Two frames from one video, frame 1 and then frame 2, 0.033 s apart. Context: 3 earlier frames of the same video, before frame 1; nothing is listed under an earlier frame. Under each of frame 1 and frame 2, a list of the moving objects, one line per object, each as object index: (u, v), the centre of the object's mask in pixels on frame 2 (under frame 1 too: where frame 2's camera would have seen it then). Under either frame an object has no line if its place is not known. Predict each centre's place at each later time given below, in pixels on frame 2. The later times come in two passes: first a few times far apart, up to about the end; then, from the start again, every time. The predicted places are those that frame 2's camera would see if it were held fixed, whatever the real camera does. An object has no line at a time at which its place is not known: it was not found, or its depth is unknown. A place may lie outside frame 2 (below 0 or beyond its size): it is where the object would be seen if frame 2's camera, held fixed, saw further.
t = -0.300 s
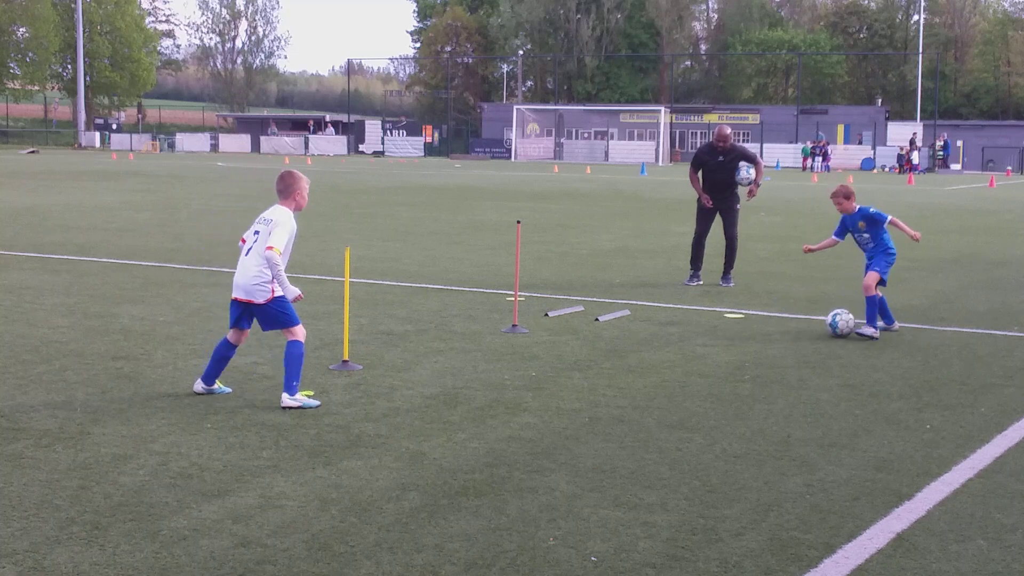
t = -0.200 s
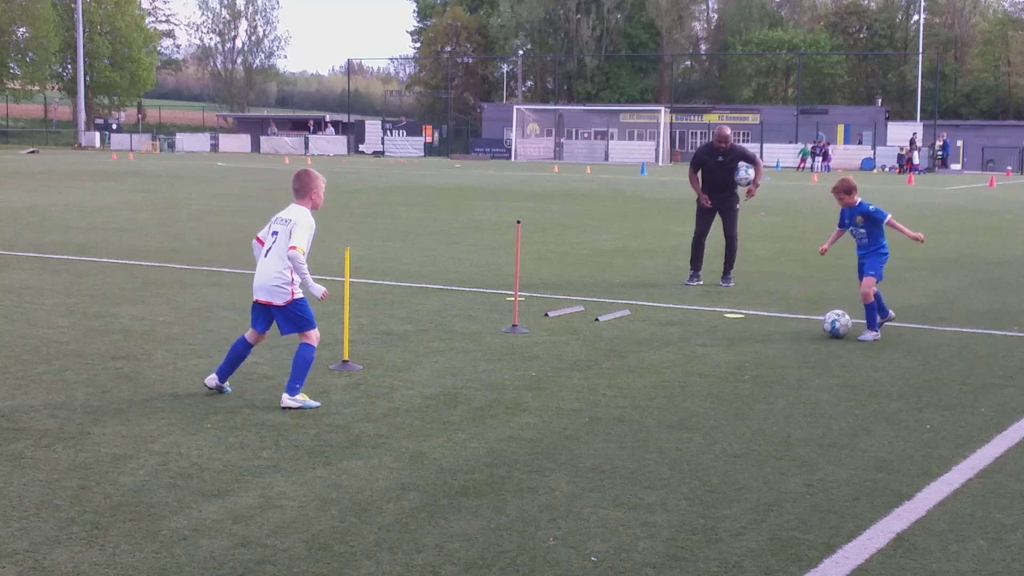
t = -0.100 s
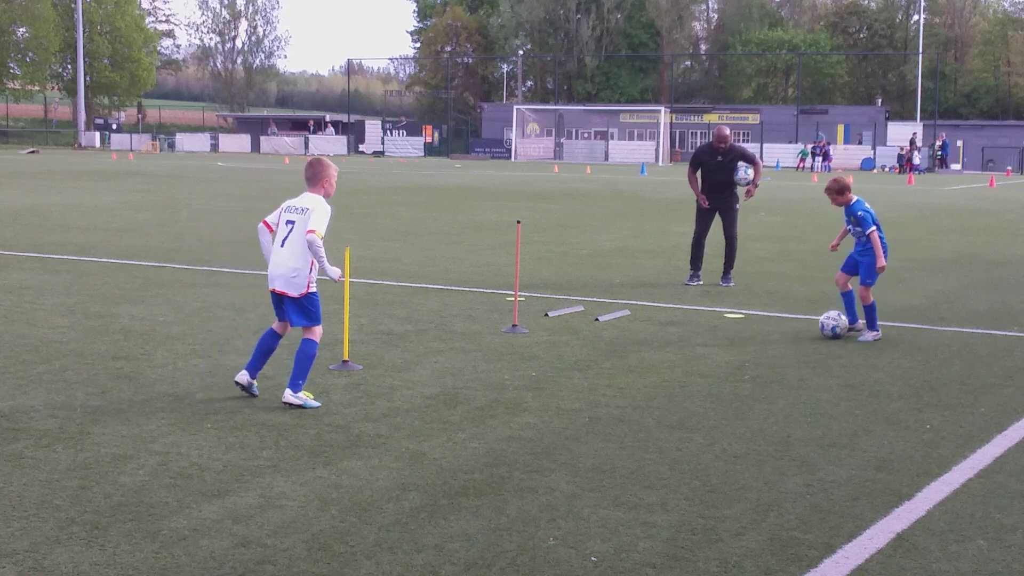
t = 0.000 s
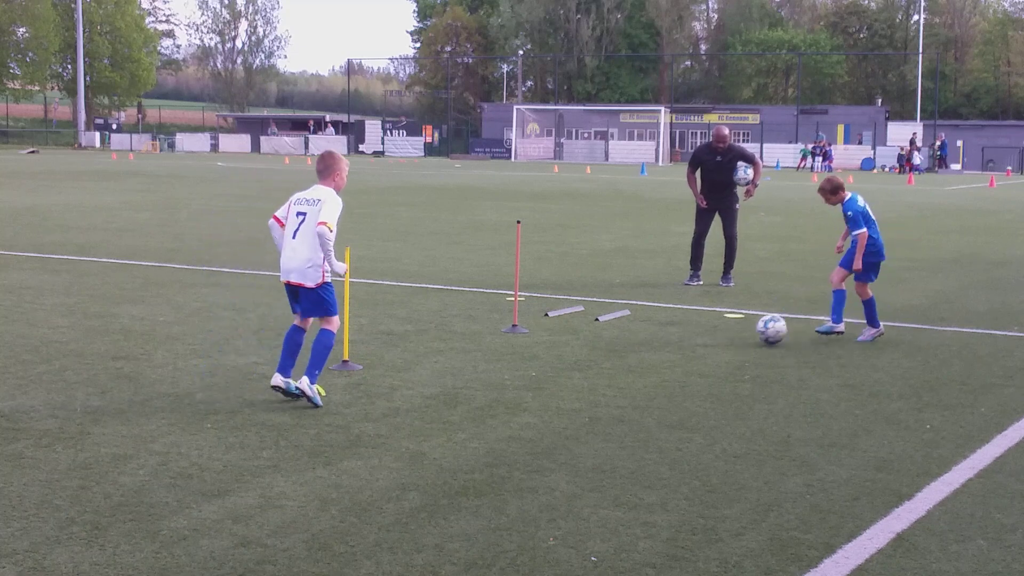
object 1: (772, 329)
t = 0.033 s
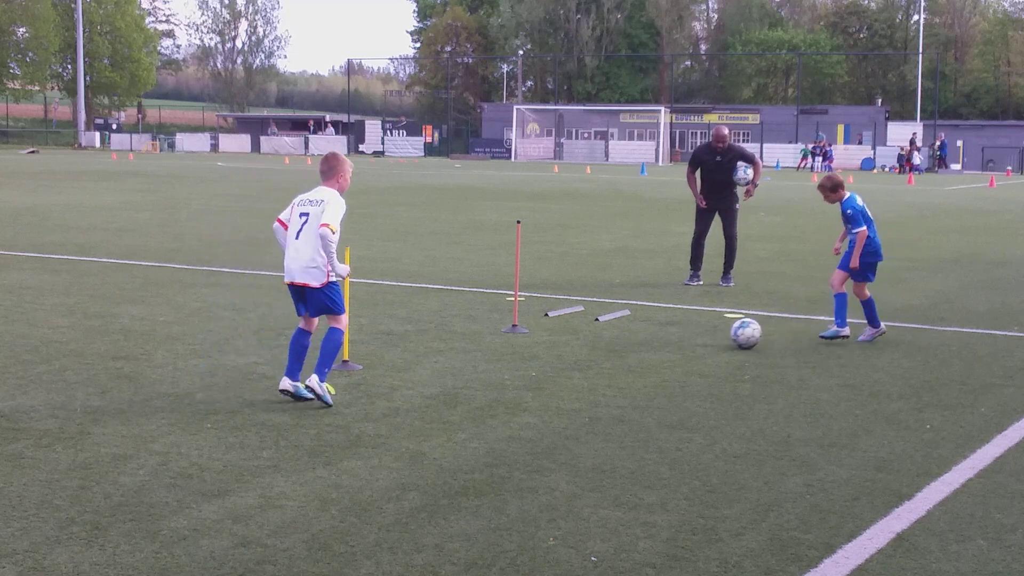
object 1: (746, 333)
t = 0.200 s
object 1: (619, 348)
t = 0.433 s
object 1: (445, 363)
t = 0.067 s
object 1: (720, 337)
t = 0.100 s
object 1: (696, 337)
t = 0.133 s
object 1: (671, 339)
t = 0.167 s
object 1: (645, 343)
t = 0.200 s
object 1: (619, 348)
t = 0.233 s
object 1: (595, 348)
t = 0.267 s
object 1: (570, 349)
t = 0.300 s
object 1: (544, 352)
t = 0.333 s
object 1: (518, 357)
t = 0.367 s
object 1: (493, 360)
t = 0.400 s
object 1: (469, 361)
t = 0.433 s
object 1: (445, 363)
